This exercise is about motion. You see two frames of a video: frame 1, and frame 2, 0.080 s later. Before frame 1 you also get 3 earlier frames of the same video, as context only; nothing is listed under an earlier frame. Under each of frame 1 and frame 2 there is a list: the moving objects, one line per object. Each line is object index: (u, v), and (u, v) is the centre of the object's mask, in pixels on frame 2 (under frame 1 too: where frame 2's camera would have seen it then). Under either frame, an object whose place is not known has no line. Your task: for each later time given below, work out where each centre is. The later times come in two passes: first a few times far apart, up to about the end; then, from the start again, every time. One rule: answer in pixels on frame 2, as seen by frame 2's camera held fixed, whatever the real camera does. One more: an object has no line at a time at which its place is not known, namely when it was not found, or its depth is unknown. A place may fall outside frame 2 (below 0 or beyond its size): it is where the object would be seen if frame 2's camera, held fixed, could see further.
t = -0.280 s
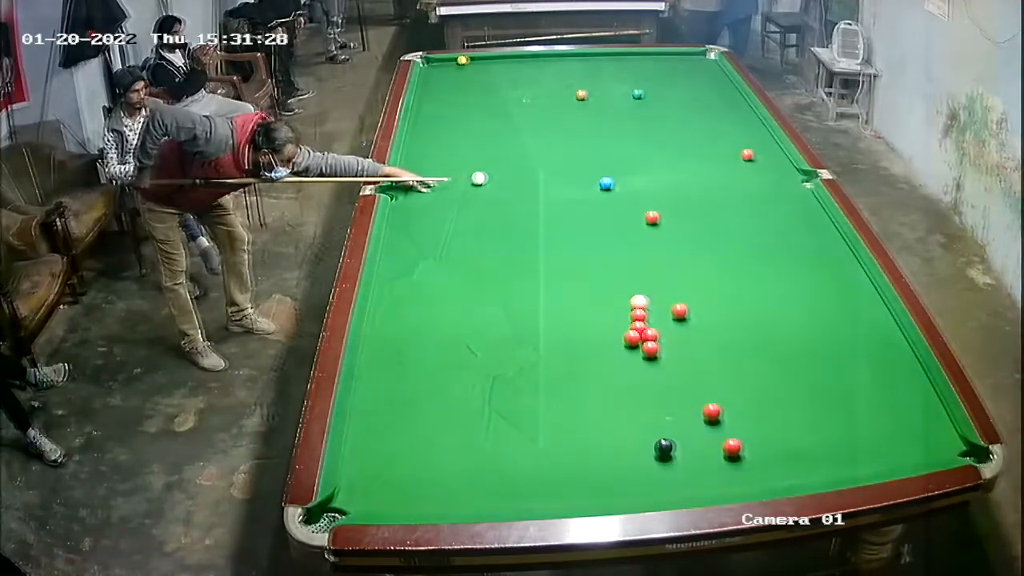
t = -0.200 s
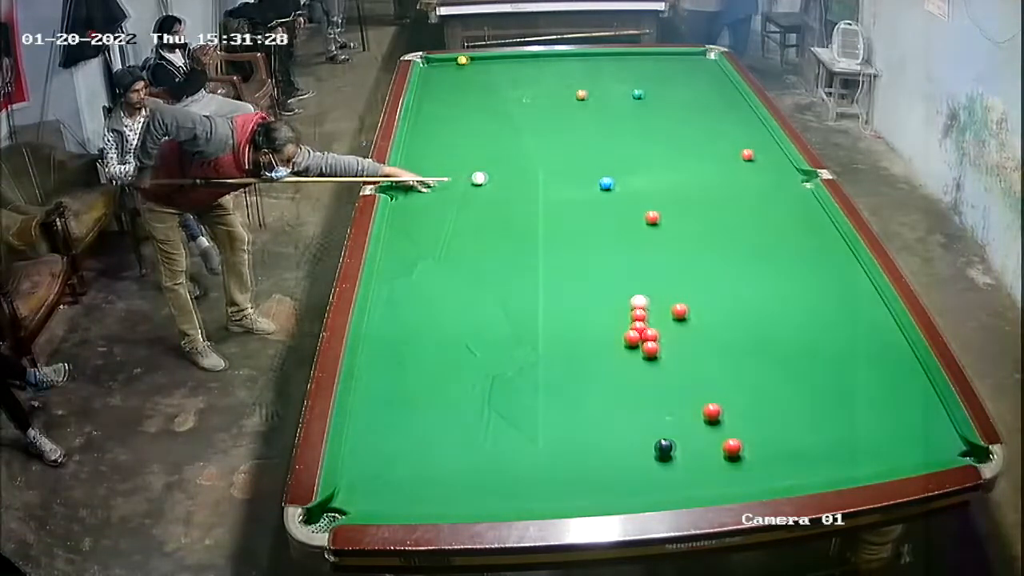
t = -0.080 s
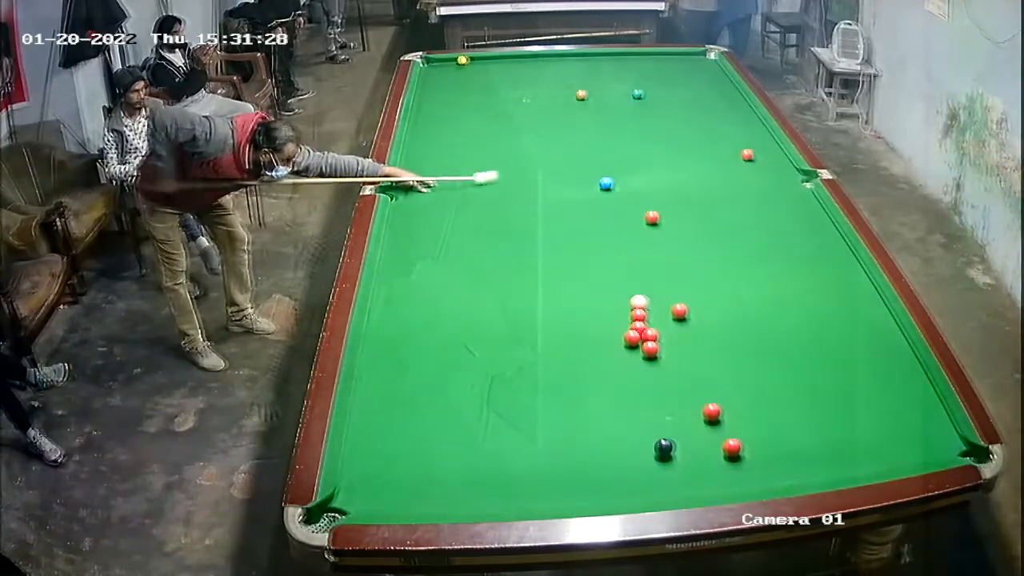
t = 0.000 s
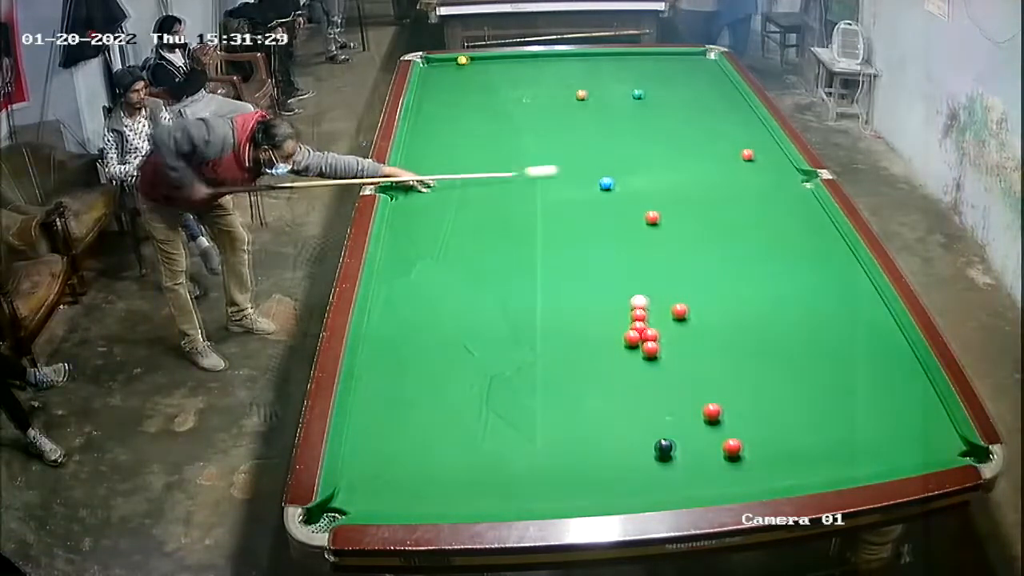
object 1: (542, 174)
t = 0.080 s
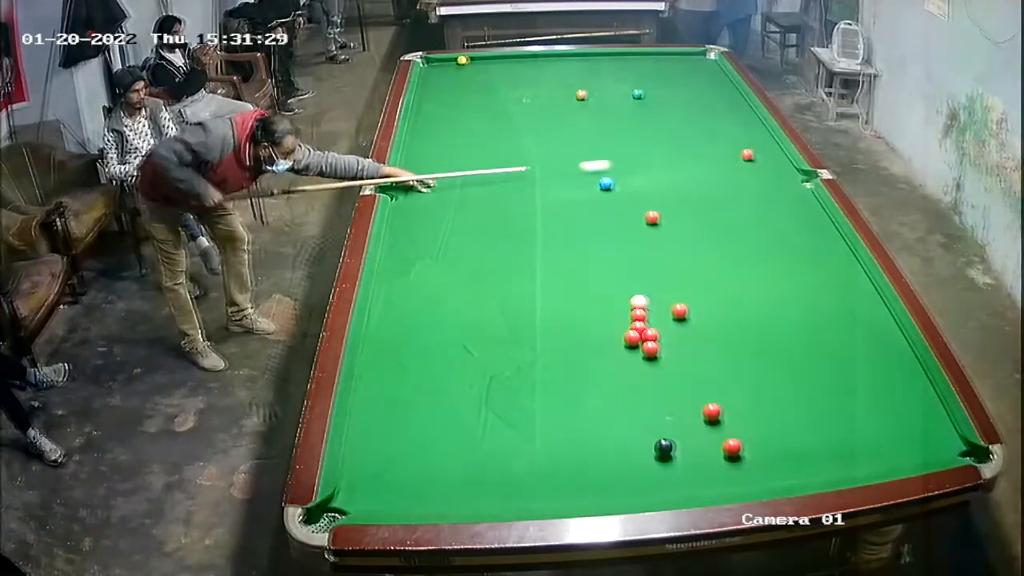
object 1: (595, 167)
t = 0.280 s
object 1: (705, 156)
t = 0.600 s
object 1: (754, 138)
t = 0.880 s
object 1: (746, 126)
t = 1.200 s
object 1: (711, 116)
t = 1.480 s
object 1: (684, 108)
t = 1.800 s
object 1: (656, 101)
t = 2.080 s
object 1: (635, 96)
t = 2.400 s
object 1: (616, 96)
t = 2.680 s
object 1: (602, 96)
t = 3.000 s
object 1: (590, 96)
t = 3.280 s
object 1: (588, 96)
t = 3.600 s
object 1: (588, 96)
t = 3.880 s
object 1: (588, 96)
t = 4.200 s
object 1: (588, 96)
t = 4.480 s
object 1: (588, 96)
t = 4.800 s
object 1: (588, 96)
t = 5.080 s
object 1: (588, 96)
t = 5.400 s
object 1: (588, 96)
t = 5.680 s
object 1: (588, 96)
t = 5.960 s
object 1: (588, 96)
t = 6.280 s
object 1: (588, 96)
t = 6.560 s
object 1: (588, 96)
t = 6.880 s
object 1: (588, 96)
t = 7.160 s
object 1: (588, 96)
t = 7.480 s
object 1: (588, 96)
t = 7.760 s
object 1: (588, 96)
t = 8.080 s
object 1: (588, 96)
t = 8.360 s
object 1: (588, 96)
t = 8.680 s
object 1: (588, 96)
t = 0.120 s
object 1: (620, 163)
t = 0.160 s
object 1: (643, 161)
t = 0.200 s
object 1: (665, 159)
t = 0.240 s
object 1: (686, 157)
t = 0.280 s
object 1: (705, 156)
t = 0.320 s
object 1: (726, 154)
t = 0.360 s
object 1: (736, 152)
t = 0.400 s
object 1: (737, 149)
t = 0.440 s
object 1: (739, 147)
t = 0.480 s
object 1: (742, 145)
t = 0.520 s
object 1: (745, 142)
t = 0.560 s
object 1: (750, 140)
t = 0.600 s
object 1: (754, 138)
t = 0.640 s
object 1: (758, 135)
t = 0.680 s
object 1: (762, 133)
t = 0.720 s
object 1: (765, 131)
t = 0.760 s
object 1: (760, 130)
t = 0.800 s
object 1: (755, 129)
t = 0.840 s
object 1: (751, 127)
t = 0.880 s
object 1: (746, 126)
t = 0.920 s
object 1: (742, 125)
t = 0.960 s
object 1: (737, 123)
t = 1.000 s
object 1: (733, 122)
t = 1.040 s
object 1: (728, 121)
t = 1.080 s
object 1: (724, 120)
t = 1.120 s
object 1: (720, 118)
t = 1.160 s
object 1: (715, 117)
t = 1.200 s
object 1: (711, 116)
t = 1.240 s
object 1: (707, 115)
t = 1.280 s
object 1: (703, 114)
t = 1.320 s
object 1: (699, 113)
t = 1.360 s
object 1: (696, 112)
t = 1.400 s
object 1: (692, 110)
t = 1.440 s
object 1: (688, 110)
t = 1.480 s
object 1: (684, 108)
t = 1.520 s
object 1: (681, 108)
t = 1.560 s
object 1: (677, 106)
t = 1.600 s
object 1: (673, 106)
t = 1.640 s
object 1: (669, 104)
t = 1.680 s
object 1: (666, 104)
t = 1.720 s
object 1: (662, 103)
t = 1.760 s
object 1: (659, 102)
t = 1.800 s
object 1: (656, 101)
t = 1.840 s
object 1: (652, 100)
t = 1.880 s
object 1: (649, 99)
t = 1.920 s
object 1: (646, 98)
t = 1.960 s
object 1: (643, 97)
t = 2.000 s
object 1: (639, 96)
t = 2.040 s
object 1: (637, 96)
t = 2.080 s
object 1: (635, 96)
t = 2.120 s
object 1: (631, 97)
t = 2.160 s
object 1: (629, 97)
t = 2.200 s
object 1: (627, 97)
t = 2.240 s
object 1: (624, 96)
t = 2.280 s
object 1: (623, 96)
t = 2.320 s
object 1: (620, 96)
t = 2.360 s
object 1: (618, 96)
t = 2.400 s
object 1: (616, 96)
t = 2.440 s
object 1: (614, 96)
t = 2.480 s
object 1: (611, 96)
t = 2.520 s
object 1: (610, 96)
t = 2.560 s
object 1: (608, 96)
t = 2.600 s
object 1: (606, 96)
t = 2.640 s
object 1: (604, 96)
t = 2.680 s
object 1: (602, 96)
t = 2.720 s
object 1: (600, 96)
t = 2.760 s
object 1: (598, 96)
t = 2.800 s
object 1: (597, 96)
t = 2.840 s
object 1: (595, 96)
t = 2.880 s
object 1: (593, 96)
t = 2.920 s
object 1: (592, 96)
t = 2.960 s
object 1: (590, 96)
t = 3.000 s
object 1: (590, 96)
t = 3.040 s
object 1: (590, 96)
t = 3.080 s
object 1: (589, 96)
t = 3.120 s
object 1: (589, 96)
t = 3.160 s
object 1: (589, 96)
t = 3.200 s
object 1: (589, 96)
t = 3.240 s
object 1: (588, 96)
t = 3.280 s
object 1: (588, 96)
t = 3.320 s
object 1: (588, 96)
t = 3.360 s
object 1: (588, 96)
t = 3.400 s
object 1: (588, 96)
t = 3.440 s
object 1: (588, 96)
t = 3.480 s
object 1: (588, 96)
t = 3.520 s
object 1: (588, 96)
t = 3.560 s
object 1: (588, 96)
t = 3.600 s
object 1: (588, 96)
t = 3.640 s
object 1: (588, 96)
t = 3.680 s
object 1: (588, 96)
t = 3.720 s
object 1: (588, 96)
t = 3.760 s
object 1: (588, 96)
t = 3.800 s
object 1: (588, 96)
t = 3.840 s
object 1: (588, 96)
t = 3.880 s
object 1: (588, 96)
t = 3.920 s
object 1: (588, 96)
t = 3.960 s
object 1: (588, 96)
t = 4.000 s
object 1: (588, 96)
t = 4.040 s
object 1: (588, 96)
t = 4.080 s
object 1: (588, 96)
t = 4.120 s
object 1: (588, 96)
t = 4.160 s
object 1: (588, 96)
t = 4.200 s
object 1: (588, 96)
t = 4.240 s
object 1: (588, 96)
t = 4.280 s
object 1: (588, 96)
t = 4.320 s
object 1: (588, 96)
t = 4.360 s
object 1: (588, 96)
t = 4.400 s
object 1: (588, 96)
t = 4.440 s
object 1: (588, 96)
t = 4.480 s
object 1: (588, 96)
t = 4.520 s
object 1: (588, 96)
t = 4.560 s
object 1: (588, 96)
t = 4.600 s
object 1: (588, 96)
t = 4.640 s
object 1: (588, 96)
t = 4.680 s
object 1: (588, 96)
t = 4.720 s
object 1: (588, 96)
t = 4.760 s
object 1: (588, 96)
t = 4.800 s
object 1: (588, 96)
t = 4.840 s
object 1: (588, 96)
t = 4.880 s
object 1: (588, 96)
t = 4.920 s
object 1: (588, 96)
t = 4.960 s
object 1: (588, 96)
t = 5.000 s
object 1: (588, 96)
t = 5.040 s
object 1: (588, 96)
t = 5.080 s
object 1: (588, 96)
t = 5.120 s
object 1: (588, 96)
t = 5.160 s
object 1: (588, 96)
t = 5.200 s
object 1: (588, 96)
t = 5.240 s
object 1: (588, 96)
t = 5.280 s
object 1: (588, 96)
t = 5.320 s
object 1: (588, 96)
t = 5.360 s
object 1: (588, 96)
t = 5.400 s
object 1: (588, 96)
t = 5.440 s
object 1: (588, 96)
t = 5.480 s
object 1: (588, 96)
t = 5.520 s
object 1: (588, 96)
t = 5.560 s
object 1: (588, 96)
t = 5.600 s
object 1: (588, 96)
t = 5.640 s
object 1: (588, 96)
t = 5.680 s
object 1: (588, 96)
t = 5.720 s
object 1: (588, 96)
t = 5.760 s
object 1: (588, 96)
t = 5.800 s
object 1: (588, 96)
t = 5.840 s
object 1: (588, 96)
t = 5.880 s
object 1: (588, 96)
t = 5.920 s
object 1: (588, 96)
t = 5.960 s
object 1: (588, 96)
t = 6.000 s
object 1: (588, 96)
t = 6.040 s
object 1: (588, 96)
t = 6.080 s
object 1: (588, 96)
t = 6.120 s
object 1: (588, 96)
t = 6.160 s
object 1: (588, 96)
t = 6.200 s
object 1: (588, 96)
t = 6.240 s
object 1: (588, 96)
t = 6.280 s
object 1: (588, 96)
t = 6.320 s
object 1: (588, 96)
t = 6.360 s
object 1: (588, 96)
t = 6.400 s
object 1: (588, 96)
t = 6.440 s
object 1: (588, 96)
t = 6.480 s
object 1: (588, 96)
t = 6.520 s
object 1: (588, 96)
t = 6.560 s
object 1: (588, 96)
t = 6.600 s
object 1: (588, 96)
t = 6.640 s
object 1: (588, 96)
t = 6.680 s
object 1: (588, 96)
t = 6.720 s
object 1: (588, 96)
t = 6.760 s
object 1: (588, 96)
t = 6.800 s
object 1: (588, 96)
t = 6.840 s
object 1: (588, 96)
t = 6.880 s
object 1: (588, 96)
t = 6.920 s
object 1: (588, 96)
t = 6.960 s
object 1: (588, 96)
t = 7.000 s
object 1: (588, 96)
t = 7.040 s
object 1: (588, 96)
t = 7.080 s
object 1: (588, 96)
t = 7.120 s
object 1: (588, 96)
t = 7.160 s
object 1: (588, 96)
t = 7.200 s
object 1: (588, 96)
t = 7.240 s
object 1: (588, 96)
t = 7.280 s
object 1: (588, 96)
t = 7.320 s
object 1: (588, 96)
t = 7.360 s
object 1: (588, 96)
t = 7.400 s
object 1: (588, 96)
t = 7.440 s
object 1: (588, 96)
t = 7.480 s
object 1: (588, 96)
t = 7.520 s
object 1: (588, 96)
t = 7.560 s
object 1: (588, 96)
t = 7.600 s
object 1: (588, 96)
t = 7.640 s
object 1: (588, 96)
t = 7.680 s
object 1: (588, 96)
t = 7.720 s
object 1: (588, 96)
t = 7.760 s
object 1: (588, 96)
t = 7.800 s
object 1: (588, 96)
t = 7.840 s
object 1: (588, 96)
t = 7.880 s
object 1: (588, 96)
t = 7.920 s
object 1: (588, 96)
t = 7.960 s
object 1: (588, 96)
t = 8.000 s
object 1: (588, 96)
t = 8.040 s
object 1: (588, 96)
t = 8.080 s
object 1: (588, 96)
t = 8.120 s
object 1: (588, 96)
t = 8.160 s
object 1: (588, 96)
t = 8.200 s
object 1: (588, 96)
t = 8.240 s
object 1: (588, 96)
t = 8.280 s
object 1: (588, 96)
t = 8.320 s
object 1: (588, 96)
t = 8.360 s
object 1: (588, 96)
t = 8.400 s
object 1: (588, 96)
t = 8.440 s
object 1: (588, 96)
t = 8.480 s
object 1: (588, 96)
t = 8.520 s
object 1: (588, 96)
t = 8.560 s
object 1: (588, 96)
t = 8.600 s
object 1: (588, 96)
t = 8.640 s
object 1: (588, 96)
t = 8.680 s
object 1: (588, 96)
